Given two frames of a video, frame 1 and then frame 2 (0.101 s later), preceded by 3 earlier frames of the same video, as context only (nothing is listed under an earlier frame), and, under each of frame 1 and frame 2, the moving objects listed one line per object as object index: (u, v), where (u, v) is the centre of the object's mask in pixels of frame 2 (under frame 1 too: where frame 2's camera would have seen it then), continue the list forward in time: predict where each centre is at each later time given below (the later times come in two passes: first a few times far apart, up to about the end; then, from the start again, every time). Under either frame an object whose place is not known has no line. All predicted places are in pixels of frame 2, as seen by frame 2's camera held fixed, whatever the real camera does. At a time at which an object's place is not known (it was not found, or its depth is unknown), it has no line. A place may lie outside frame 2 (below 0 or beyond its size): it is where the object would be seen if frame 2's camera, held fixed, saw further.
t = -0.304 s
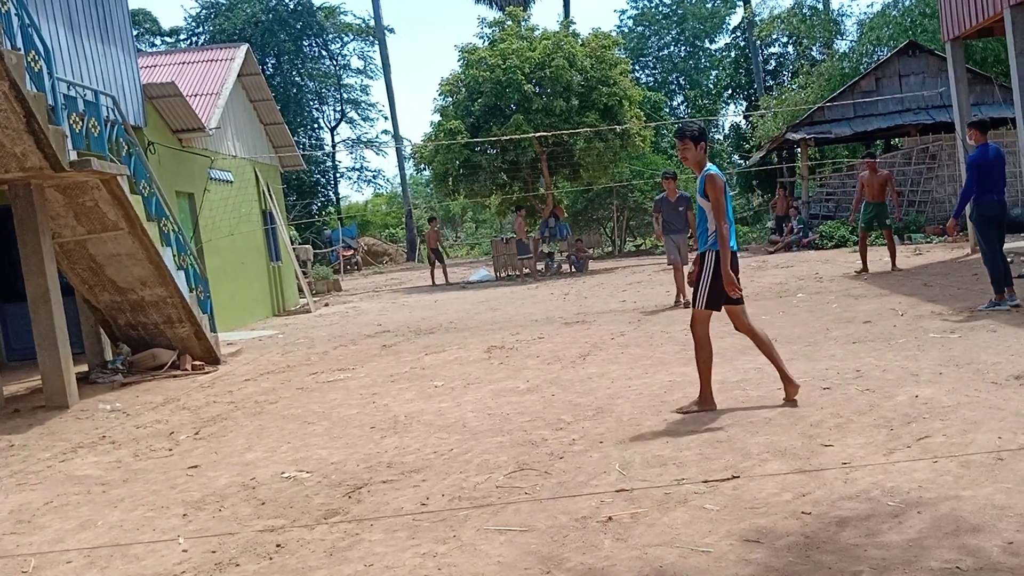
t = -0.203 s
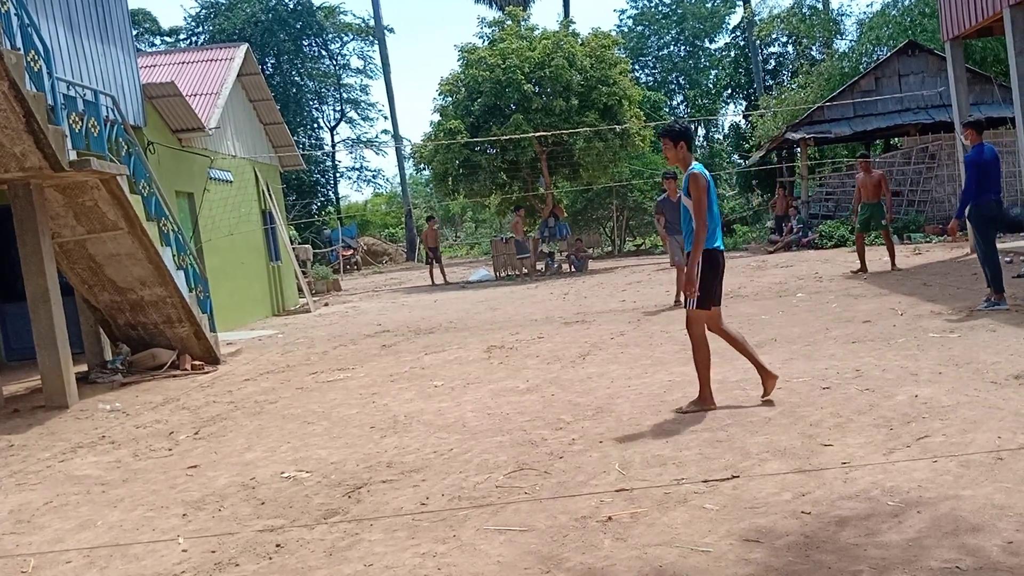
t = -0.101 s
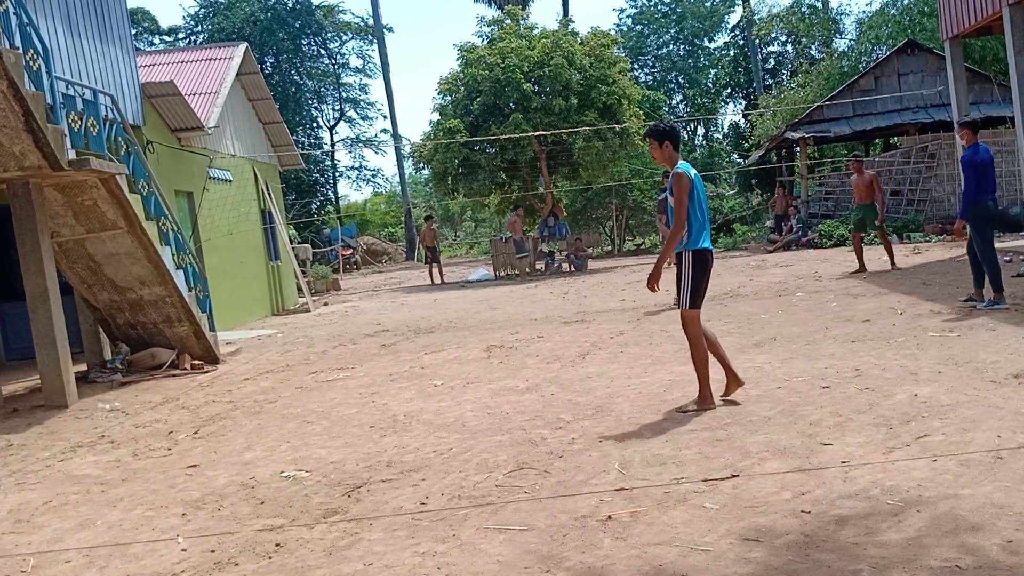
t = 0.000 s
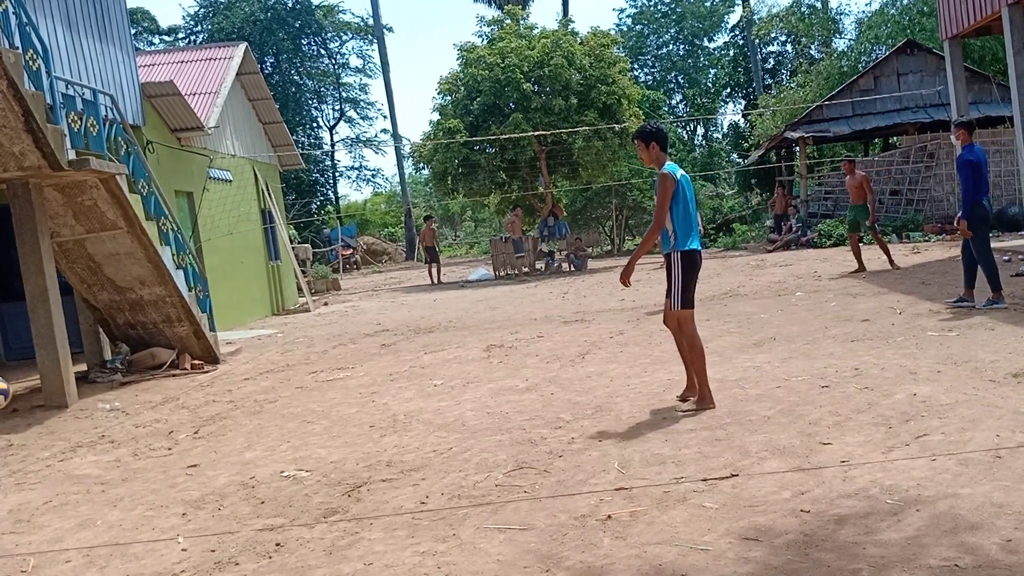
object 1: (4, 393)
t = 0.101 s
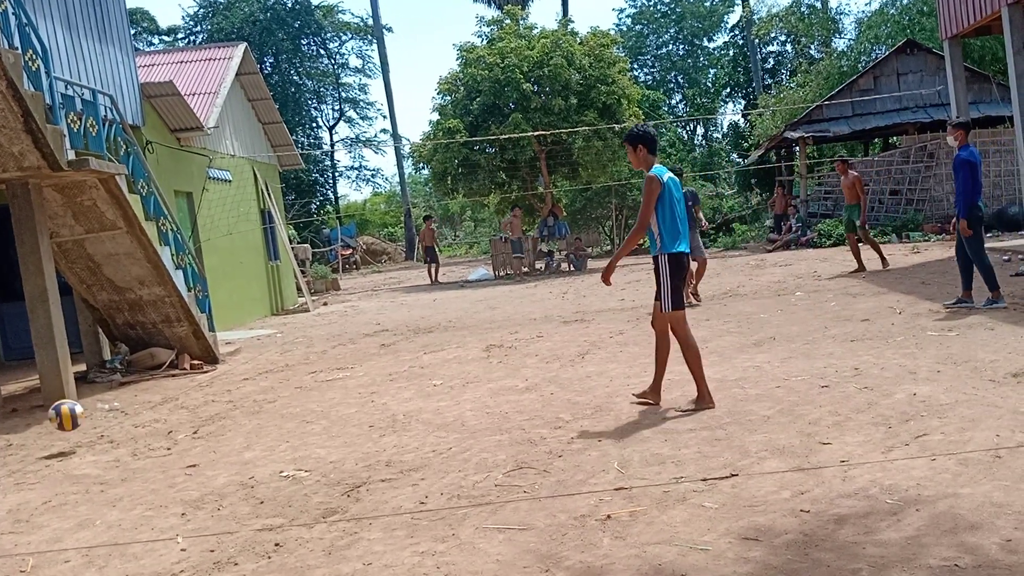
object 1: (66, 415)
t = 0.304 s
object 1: (177, 367)
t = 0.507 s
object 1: (274, 332)
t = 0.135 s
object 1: (89, 426)
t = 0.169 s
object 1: (110, 426)
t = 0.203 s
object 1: (127, 408)
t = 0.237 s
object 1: (145, 393)
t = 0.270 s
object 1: (161, 380)
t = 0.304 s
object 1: (177, 367)
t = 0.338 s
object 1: (193, 357)
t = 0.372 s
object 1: (211, 350)
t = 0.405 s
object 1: (227, 343)
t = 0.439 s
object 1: (242, 338)
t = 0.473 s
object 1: (258, 334)
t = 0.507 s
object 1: (274, 332)
